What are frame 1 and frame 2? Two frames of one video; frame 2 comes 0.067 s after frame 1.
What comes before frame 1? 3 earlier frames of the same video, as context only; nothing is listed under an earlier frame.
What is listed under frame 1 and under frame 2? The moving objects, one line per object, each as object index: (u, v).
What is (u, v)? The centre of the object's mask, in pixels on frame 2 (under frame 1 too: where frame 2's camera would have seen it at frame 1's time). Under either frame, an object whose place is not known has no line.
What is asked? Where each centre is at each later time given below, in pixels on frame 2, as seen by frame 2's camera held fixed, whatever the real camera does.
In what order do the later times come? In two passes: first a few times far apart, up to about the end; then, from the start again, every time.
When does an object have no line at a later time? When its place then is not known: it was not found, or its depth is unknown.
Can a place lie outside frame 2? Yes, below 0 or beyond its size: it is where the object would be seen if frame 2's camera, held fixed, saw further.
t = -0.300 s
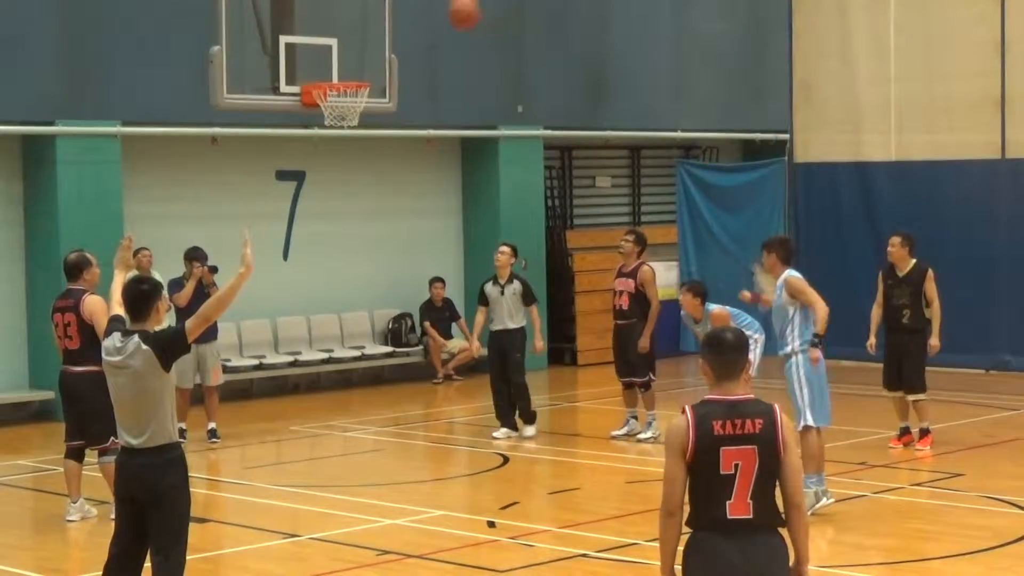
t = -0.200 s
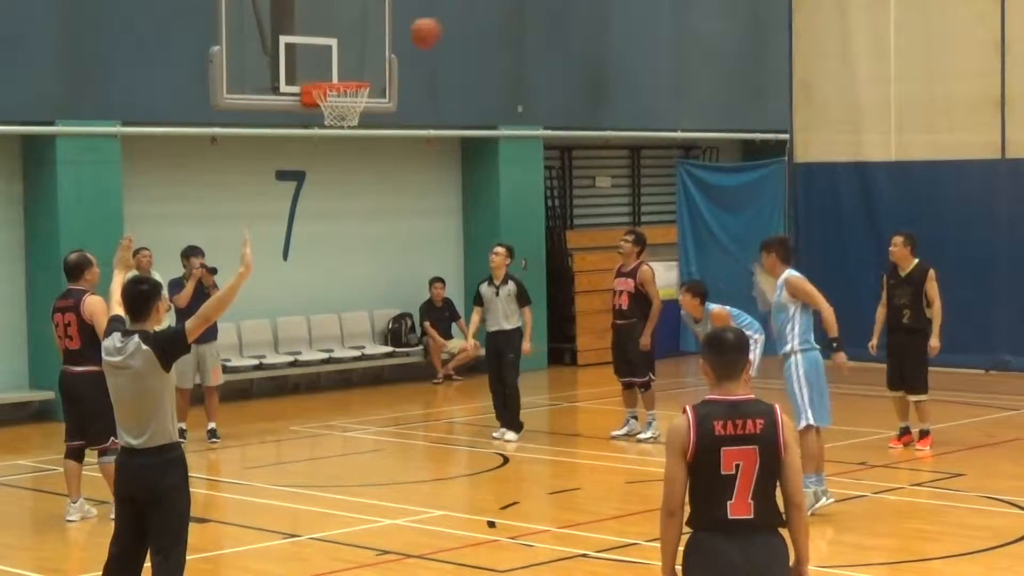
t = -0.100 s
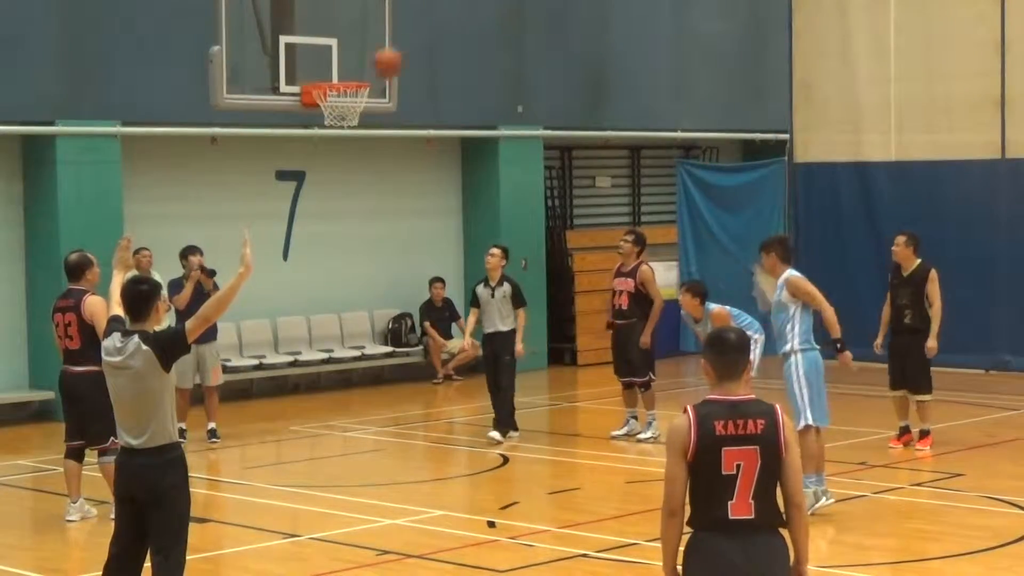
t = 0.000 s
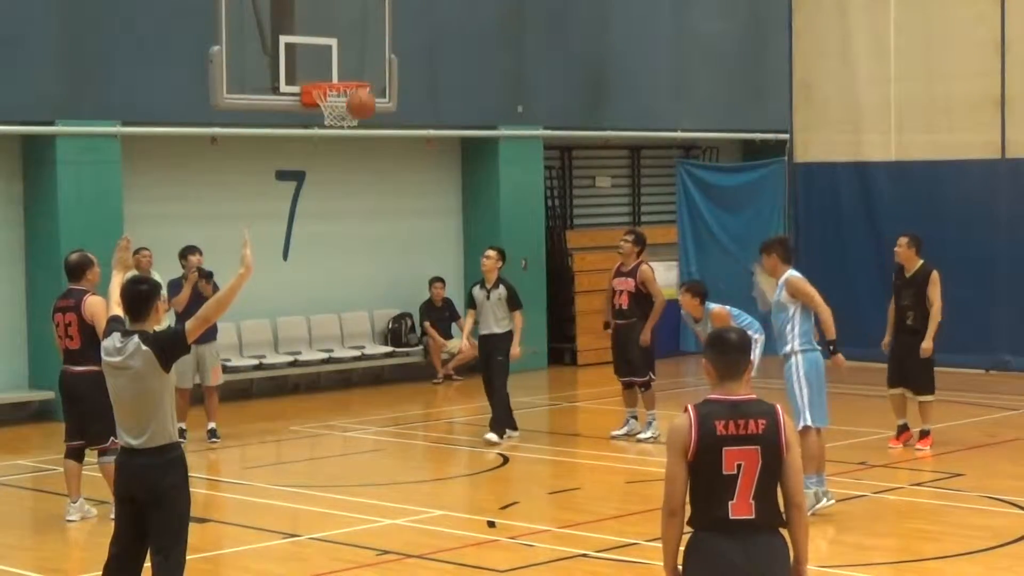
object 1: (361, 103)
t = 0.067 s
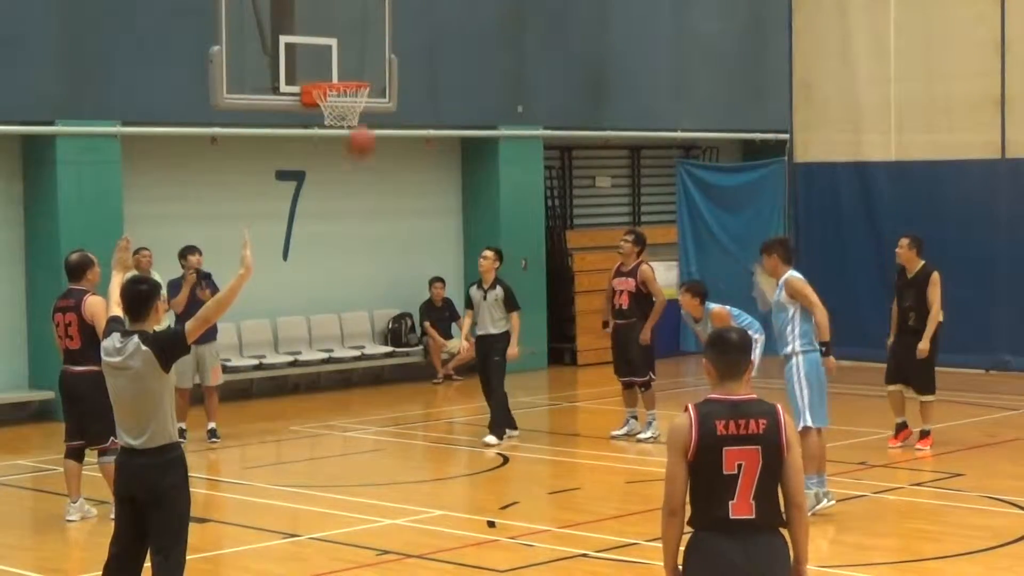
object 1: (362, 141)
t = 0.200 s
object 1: (359, 233)
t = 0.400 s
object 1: (358, 406)
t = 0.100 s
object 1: (361, 161)
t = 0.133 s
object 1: (360, 185)
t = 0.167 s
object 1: (360, 208)
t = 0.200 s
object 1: (359, 233)
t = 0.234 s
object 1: (359, 258)
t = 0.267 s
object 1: (359, 286)
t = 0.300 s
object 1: (359, 314)
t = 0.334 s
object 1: (359, 343)
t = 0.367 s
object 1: (359, 375)
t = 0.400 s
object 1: (358, 406)
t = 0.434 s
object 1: (357, 441)
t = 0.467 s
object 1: (359, 442)
